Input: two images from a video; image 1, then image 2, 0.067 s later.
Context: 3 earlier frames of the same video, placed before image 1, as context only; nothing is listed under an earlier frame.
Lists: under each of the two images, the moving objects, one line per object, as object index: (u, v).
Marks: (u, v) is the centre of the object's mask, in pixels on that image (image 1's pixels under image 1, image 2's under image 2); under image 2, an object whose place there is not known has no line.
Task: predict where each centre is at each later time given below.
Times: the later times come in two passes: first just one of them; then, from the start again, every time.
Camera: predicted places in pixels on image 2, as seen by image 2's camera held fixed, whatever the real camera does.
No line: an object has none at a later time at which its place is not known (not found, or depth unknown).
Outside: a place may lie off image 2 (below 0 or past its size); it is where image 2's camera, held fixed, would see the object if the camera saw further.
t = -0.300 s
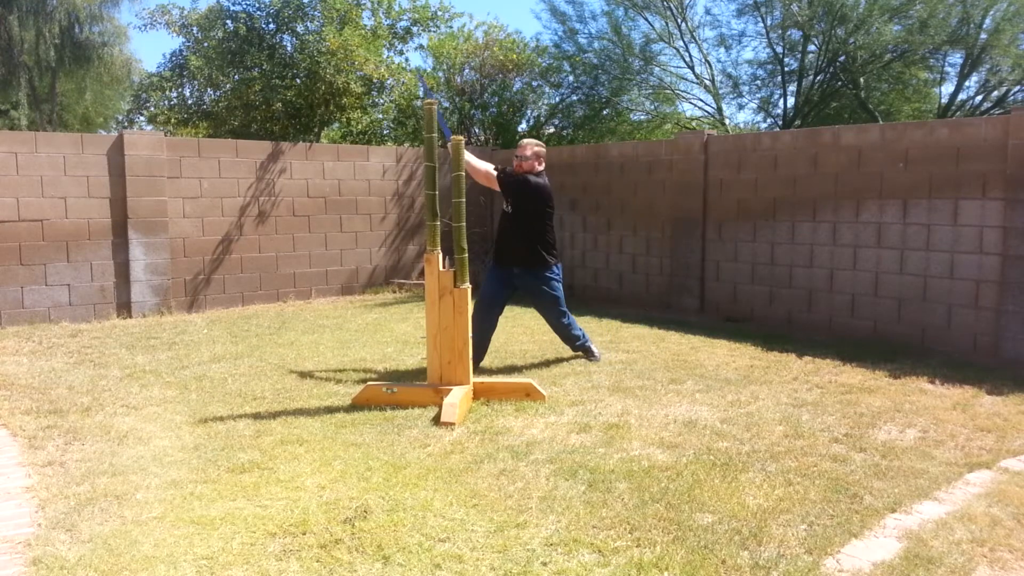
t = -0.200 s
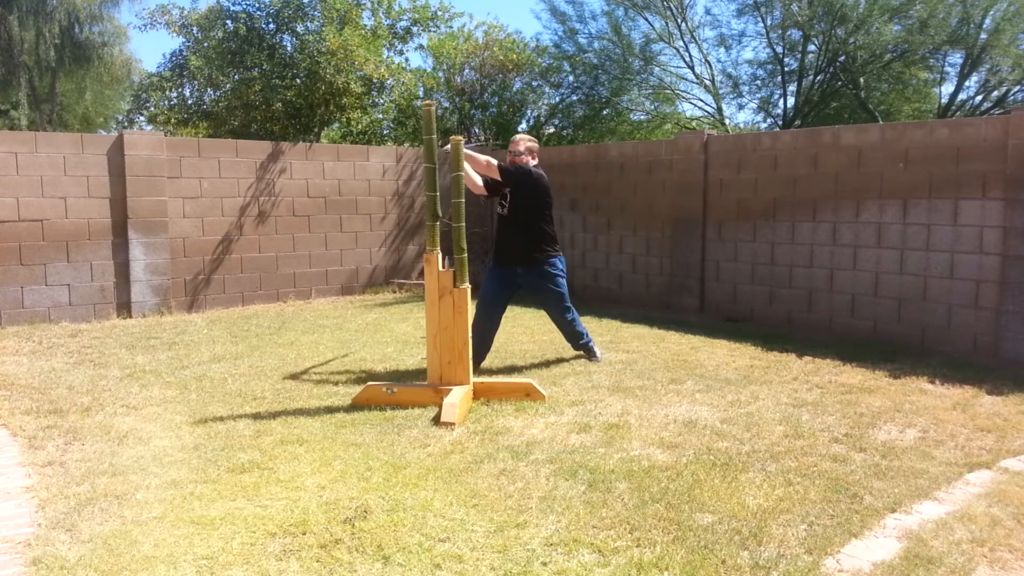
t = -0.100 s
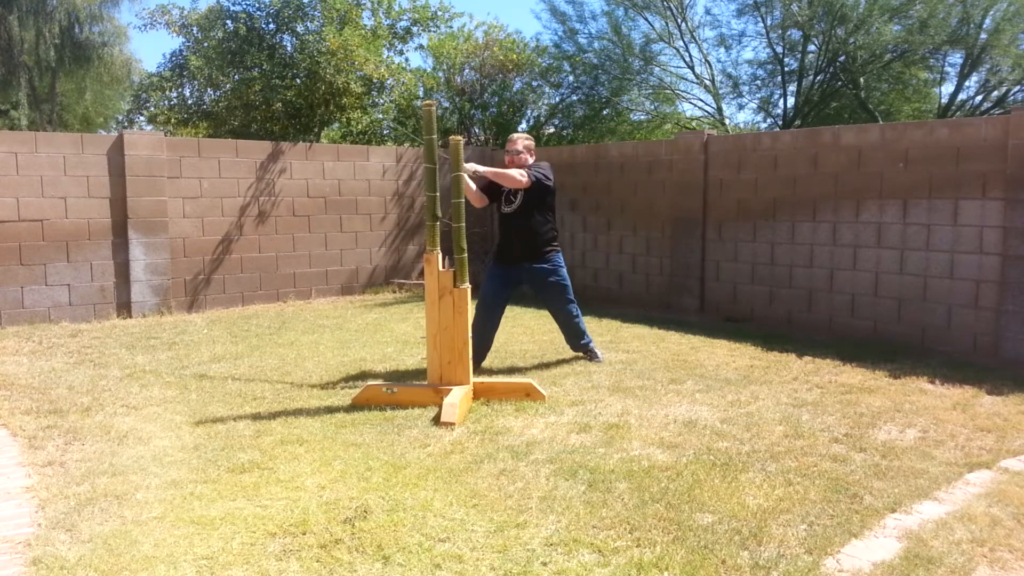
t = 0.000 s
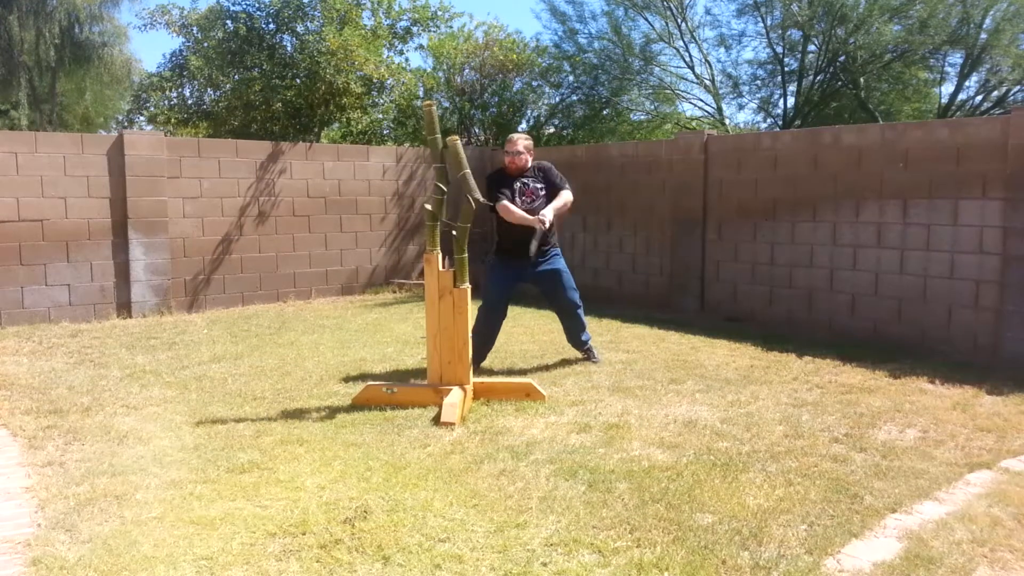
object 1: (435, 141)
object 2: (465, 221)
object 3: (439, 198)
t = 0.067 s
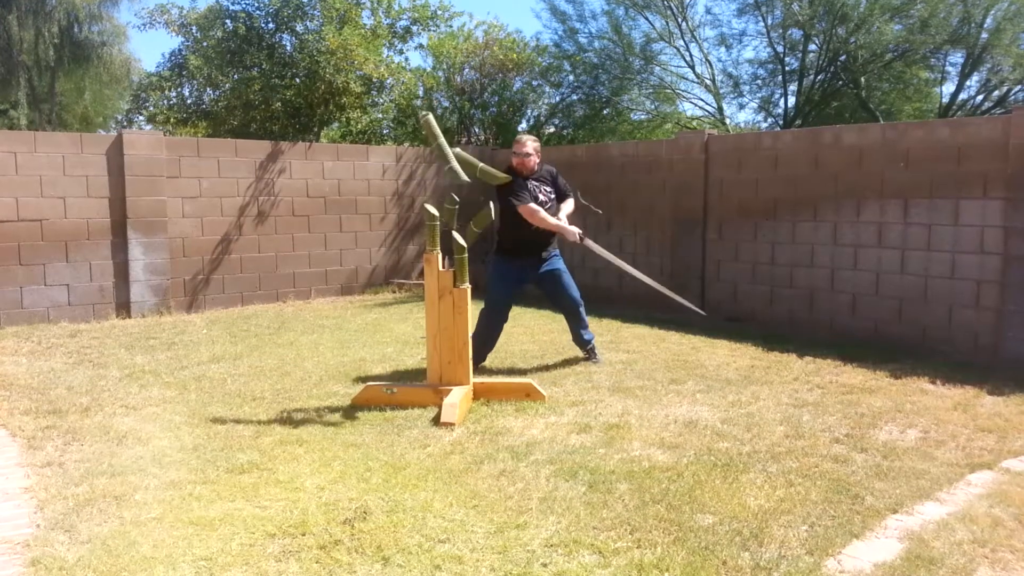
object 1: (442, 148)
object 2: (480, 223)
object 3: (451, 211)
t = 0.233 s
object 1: (464, 199)
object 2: (517, 270)
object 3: (481, 270)
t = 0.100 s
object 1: (446, 155)
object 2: (487, 229)
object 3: (457, 218)
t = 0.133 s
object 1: (451, 163)
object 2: (495, 236)
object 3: (464, 227)
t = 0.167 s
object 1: (455, 173)
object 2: (502, 245)
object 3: (469, 239)
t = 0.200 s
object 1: (459, 186)
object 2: (509, 257)
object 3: (475, 254)
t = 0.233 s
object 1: (464, 199)
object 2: (517, 270)
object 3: (481, 270)
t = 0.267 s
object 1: (467, 215)
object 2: (524, 285)
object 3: (488, 288)
